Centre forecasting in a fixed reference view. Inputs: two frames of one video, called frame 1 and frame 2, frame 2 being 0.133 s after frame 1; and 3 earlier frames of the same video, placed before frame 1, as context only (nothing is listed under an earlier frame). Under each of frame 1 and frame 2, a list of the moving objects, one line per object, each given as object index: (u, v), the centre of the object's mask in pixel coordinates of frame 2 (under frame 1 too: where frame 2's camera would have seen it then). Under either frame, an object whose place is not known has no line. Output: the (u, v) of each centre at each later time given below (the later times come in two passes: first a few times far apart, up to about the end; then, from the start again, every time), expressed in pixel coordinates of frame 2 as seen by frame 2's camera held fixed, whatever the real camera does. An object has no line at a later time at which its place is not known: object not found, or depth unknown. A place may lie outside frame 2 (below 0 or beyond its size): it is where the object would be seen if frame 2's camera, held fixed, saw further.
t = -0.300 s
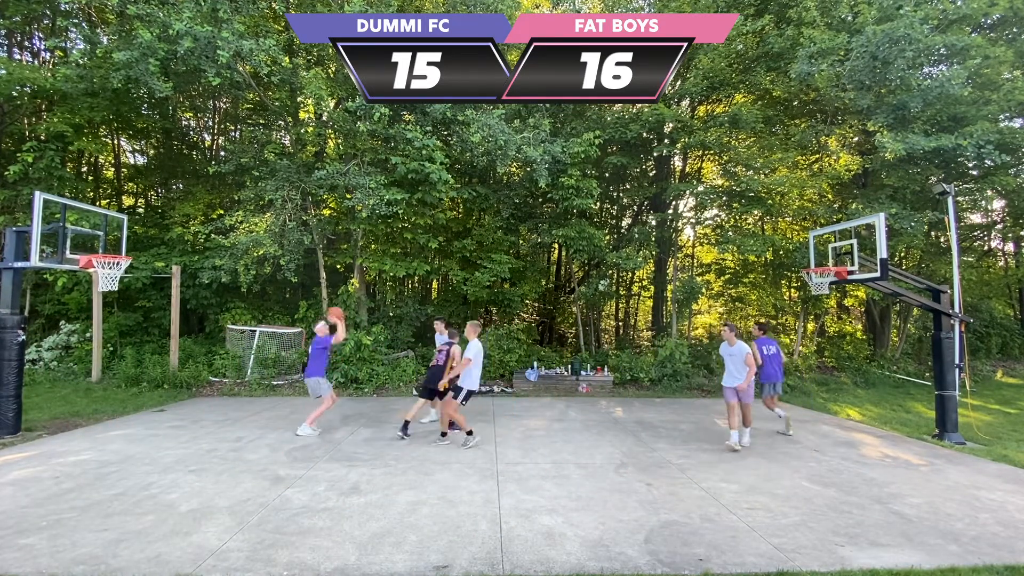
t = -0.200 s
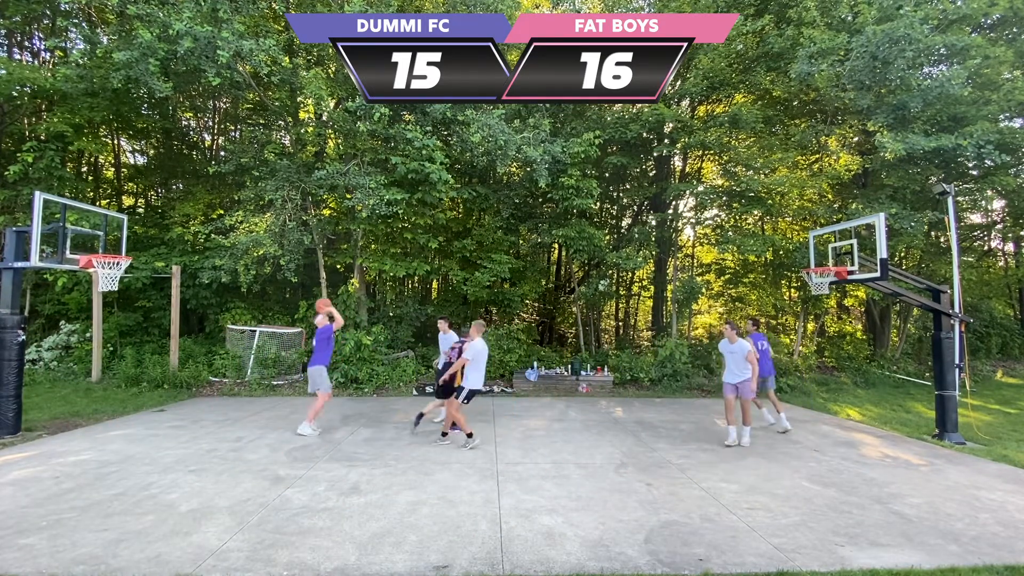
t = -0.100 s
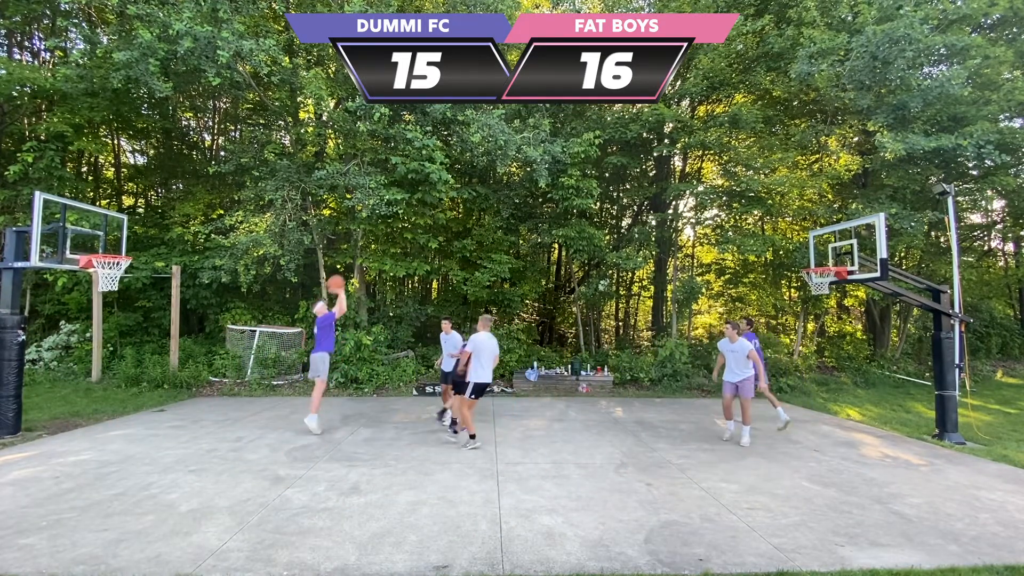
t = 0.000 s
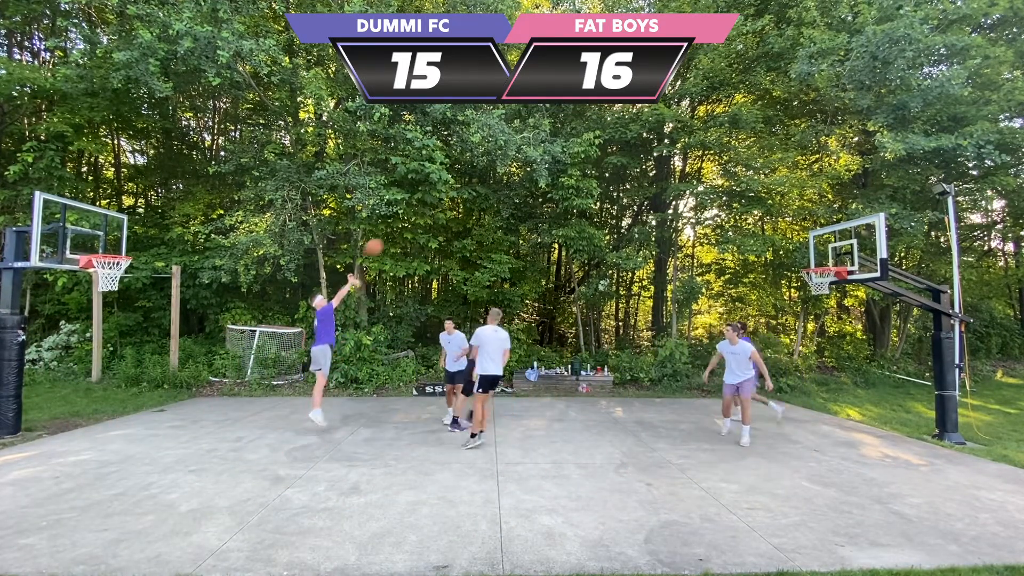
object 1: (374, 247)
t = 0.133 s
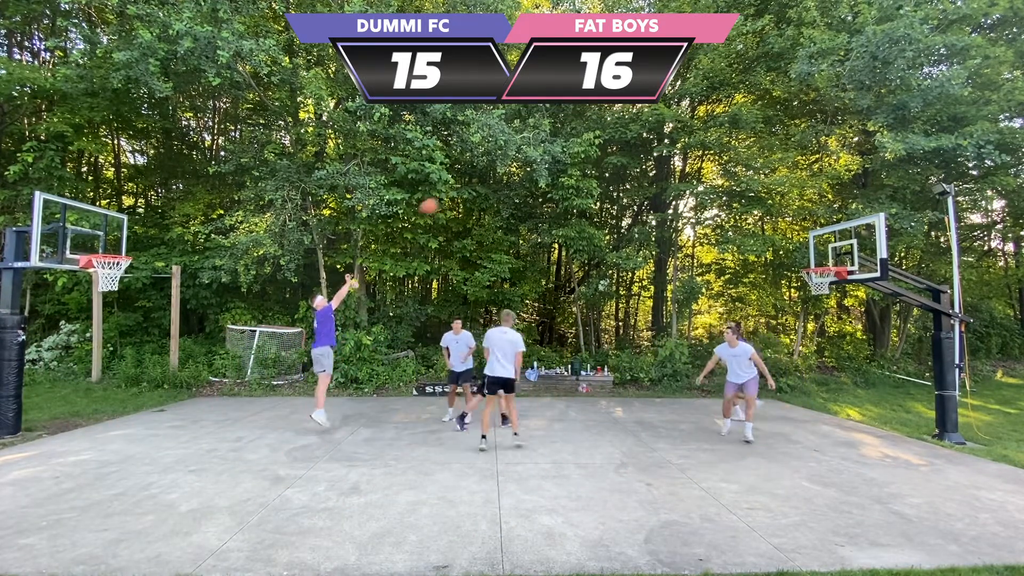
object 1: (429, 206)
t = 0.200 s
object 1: (456, 191)
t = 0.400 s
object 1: (535, 161)
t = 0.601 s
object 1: (612, 153)
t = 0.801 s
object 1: (688, 171)
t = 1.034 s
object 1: (774, 221)
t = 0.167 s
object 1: (443, 197)
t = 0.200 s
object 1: (456, 191)
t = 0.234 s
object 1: (470, 184)
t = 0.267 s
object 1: (483, 178)
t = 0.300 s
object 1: (495, 173)
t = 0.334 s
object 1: (509, 167)
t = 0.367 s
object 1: (522, 163)
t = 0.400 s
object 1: (535, 161)
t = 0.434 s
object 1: (548, 156)
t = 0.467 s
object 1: (561, 155)
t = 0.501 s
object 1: (573, 154)
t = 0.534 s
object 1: (587, 153)
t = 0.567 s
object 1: (598, 153)
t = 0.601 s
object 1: (612, 153)
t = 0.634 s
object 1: (625, 154)
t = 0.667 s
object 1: (638, 155)
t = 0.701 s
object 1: (650, 158)
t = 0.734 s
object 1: (661, 162)
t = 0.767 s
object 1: (674, 165)
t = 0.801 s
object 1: (688, 171)
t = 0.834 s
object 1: (699, 176)
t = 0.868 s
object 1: (712, 181)
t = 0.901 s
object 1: (726, 188)
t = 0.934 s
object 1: (737, 195)
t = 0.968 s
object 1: (750, 203)
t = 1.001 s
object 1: (762, 211)
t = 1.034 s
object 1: (774, 221)
